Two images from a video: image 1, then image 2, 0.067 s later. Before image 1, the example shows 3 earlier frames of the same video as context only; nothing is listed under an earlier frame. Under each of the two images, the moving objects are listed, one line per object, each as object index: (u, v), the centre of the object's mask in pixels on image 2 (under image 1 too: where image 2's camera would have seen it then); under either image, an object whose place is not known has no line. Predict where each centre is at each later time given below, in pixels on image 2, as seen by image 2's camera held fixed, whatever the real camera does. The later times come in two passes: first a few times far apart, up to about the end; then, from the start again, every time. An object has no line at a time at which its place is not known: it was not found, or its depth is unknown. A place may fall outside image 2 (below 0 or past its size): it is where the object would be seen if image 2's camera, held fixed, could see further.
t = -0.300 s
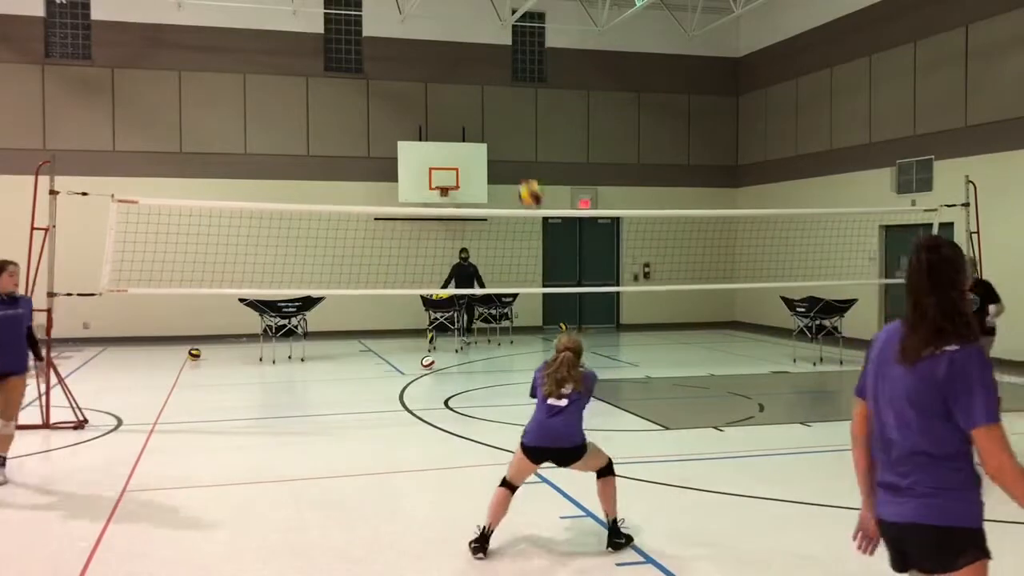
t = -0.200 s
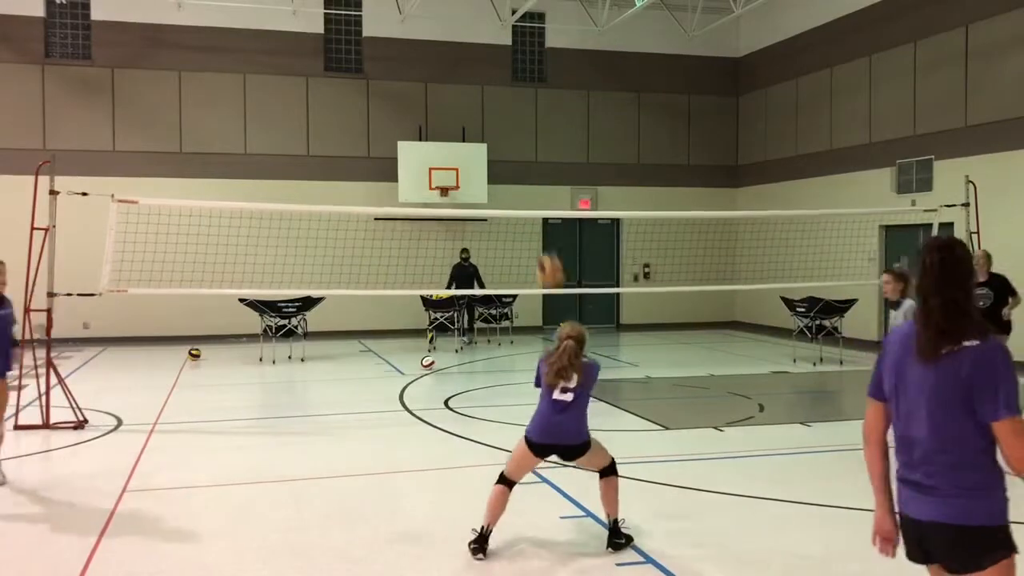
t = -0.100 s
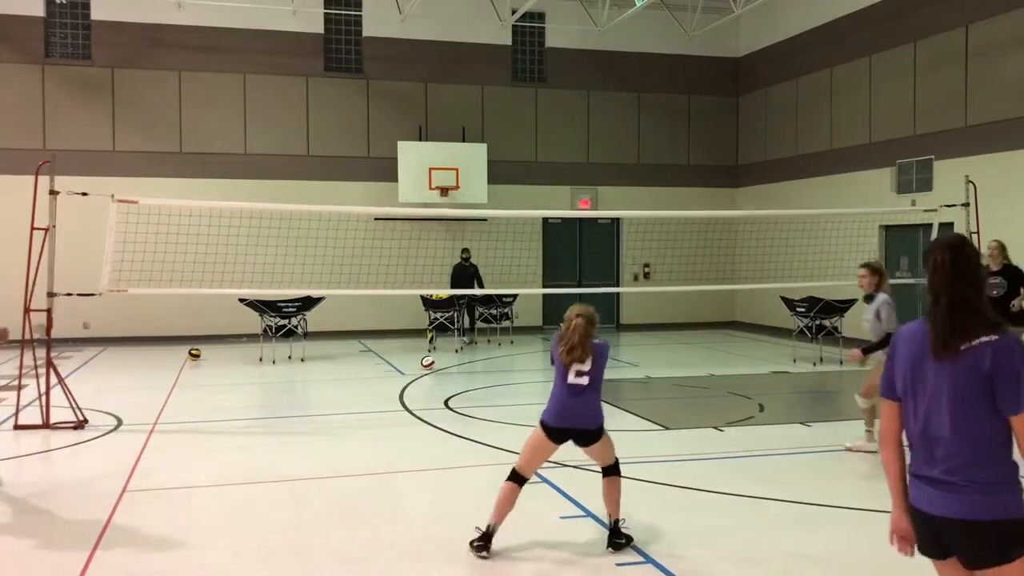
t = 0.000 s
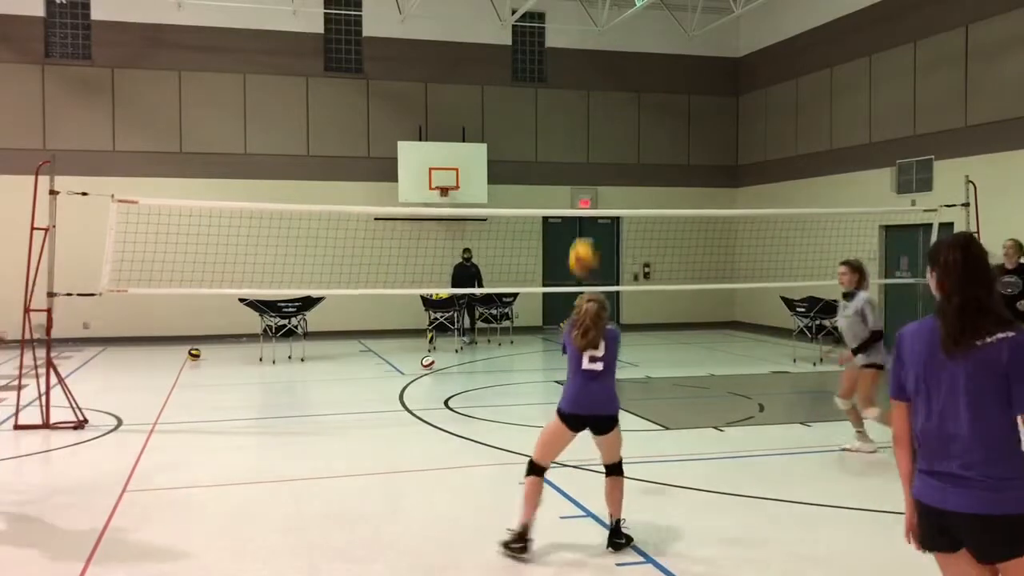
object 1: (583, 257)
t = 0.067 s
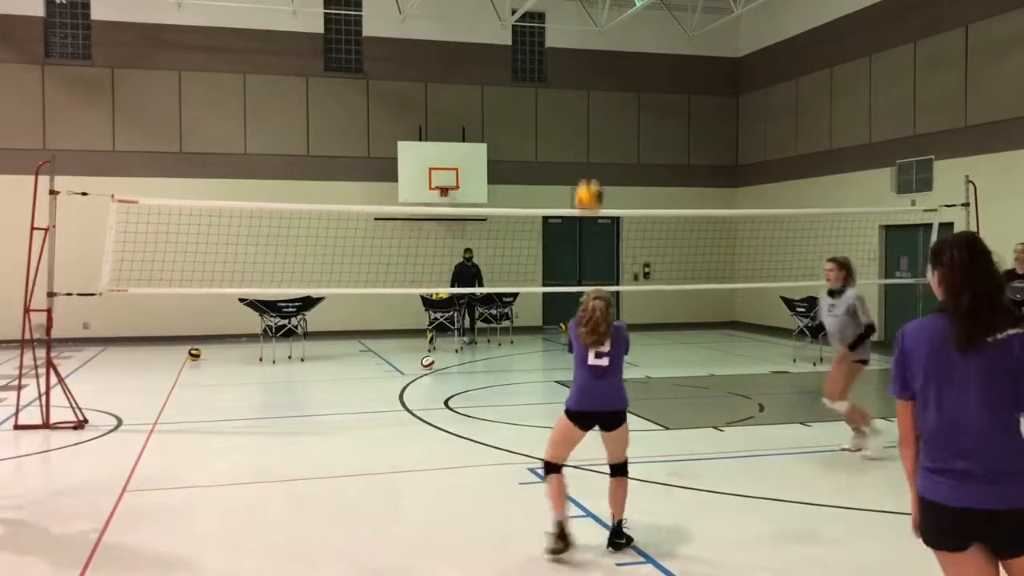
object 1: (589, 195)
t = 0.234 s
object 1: (598, 89)
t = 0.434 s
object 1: (610, 22)
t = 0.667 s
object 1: (619, 13)
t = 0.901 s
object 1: (627, 63)
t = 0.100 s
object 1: (589, 170)
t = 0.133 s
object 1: (592, 148)
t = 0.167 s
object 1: (594, 126)
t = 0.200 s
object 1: (596, 107)
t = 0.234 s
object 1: (598, 89)
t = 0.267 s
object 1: (601, 74)
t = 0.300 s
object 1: (603, 61)
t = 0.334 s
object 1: (604, 49)
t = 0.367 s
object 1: (606, 39)
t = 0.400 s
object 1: (608, 30)
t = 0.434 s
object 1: (610, 22)
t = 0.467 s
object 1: (611, 17)
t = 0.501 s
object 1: (613, 13)
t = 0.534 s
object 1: (614, 11)
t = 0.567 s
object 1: (616, 11)
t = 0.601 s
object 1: (617, 10)
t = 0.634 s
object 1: (618, 12)
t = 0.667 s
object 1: (619, 13)
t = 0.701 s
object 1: (621, 17)
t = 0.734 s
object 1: (622, 23)
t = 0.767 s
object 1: (624, 29)
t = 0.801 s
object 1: (625, 35)
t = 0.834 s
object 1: (625, 45)
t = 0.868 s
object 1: (626, 54)
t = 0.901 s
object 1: (627, 63)
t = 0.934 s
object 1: (629, 75)
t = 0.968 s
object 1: (630, 87)
